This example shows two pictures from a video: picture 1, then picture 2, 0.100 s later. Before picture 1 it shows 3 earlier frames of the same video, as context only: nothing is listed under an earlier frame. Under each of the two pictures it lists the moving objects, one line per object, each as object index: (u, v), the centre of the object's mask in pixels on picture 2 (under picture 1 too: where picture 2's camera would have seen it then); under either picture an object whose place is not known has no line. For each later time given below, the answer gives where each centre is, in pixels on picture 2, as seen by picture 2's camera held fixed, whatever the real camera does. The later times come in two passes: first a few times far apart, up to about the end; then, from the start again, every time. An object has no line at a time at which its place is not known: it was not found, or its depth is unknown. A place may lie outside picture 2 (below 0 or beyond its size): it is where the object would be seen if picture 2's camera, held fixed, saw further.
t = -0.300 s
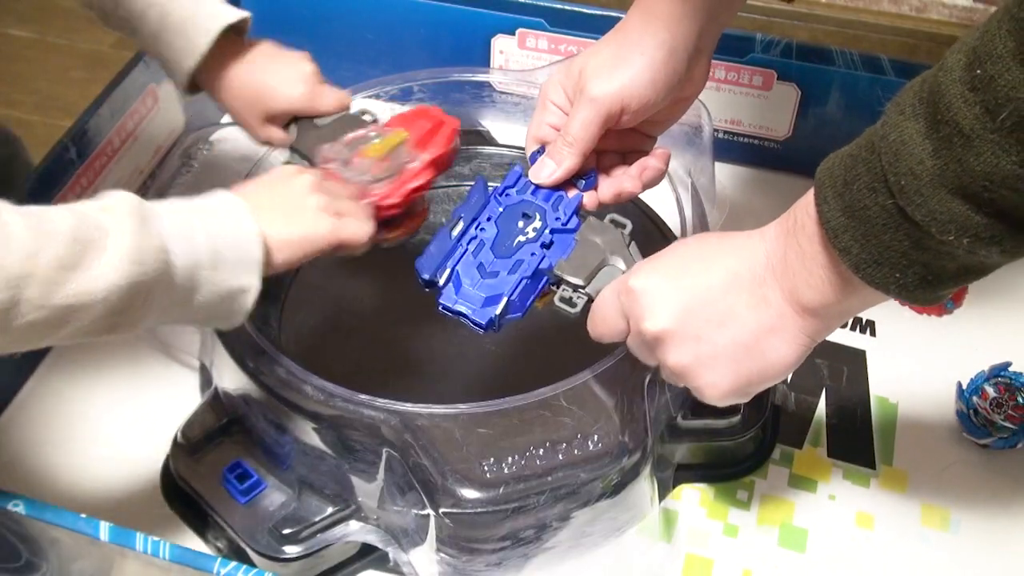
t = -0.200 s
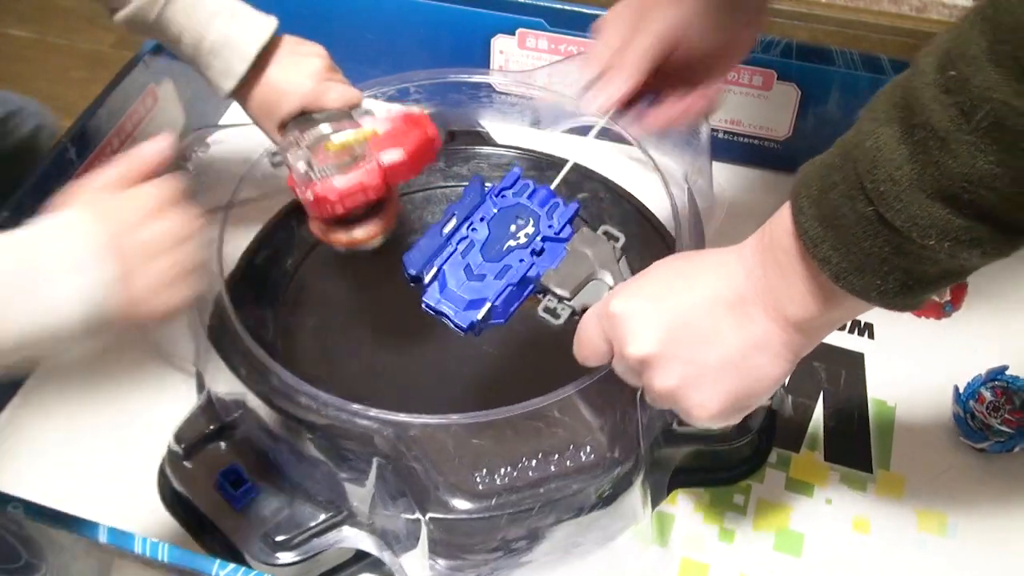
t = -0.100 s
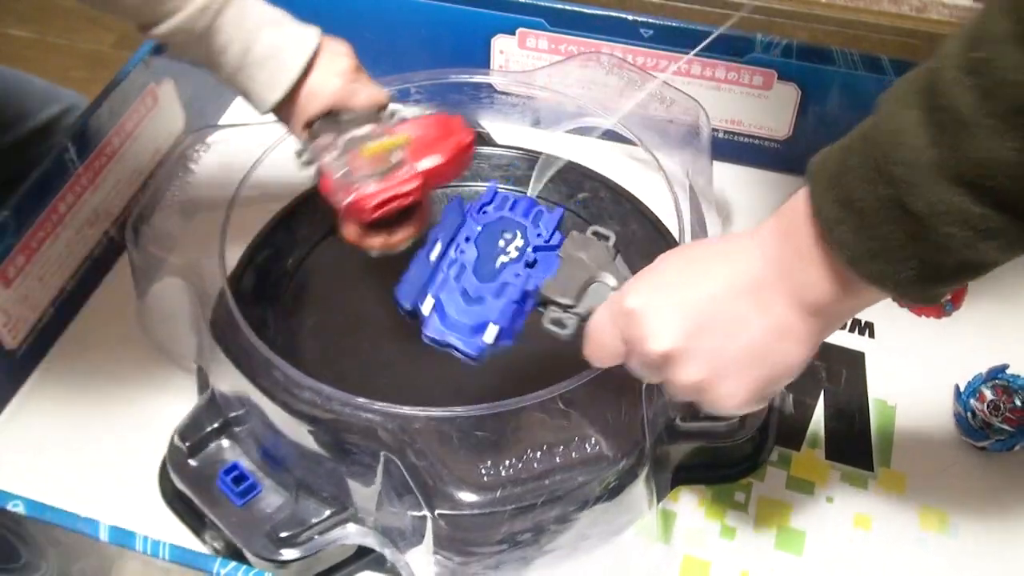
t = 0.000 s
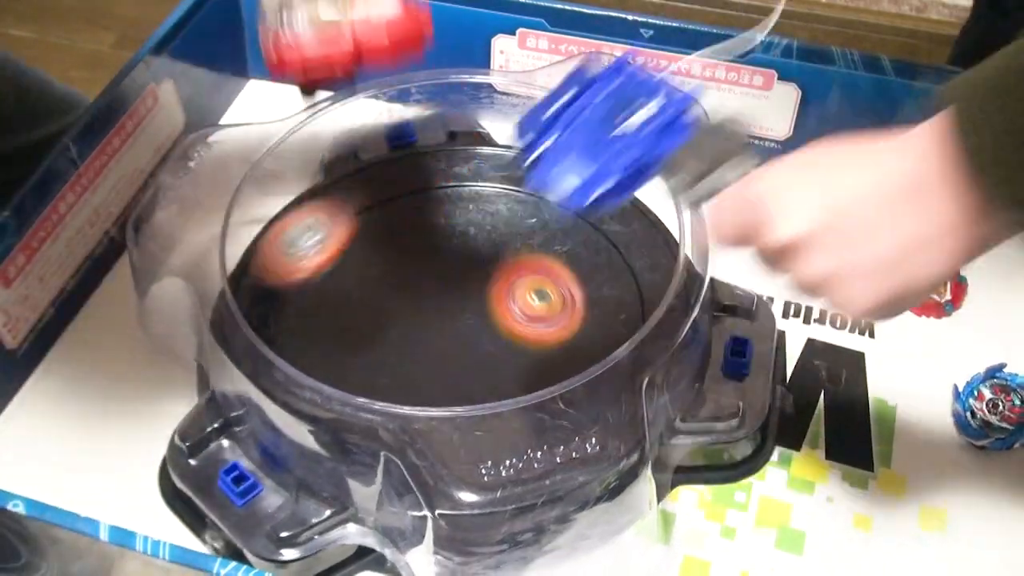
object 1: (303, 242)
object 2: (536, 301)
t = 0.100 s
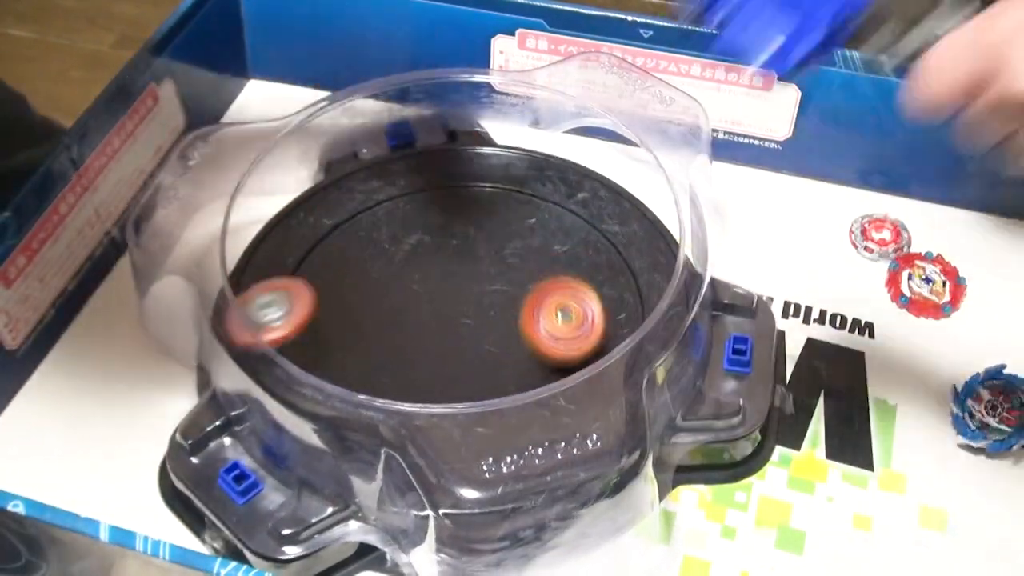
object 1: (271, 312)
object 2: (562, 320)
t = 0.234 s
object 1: (398, 337)
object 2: (555, 255)
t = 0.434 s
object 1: (568, 312)
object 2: (485, 180)
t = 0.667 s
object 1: (568, 294)
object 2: (392, 267)
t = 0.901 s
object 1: (532, 296)
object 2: (444, 388)
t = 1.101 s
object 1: (472, 319)
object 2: (582, 356)
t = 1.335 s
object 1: (408, 350)
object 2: (492, 249)
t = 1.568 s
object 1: (448, 347)
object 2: (287, 308)
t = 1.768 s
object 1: (497, 327)
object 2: (410, 426)
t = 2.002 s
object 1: (477, 304)
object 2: (606, 309)
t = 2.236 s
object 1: (427, 306)
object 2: (449, 172)
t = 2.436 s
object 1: (423, 326)
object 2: (289, 311)
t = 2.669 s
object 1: (435, 317)
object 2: (495, 419)
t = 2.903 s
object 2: (615, 235)
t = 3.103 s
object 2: (394, 183)
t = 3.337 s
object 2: (311, 365)
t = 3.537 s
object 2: (555, 409)
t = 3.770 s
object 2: (579, 206)
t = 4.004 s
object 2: (336, 215)
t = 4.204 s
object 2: (329, 392)
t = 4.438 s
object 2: (611, 359)
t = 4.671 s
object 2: (537, 190)
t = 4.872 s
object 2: (331, 217)
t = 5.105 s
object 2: (353, 410)
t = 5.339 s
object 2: (606, 360)
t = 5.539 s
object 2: (568, 206)
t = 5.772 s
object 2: (346, 209)
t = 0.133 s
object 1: (300, 311)
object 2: (561, 303)
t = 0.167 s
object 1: (331, 319)
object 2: (561, 293)
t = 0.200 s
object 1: (364, 337)
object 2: (559, 273)
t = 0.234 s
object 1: (398, 337)
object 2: (555, 255)
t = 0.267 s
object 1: (431, 335)
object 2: (551, 237)
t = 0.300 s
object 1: (462, 332)
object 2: (545, 218)
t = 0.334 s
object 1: (493, 327)
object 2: (539, 198)
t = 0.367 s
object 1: (521, 324)
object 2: (527, 182)
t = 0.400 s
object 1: (547, 317)
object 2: (506, 177)
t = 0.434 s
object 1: (568, 312)
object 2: (485, 180)
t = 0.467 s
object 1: (585, 307)
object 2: (467, 178)
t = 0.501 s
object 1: (596, 302)
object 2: (448, 177)
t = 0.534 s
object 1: (601, 298)
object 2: (428, 184)
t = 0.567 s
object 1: (600, 295)
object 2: (409, 196)
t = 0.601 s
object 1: (594, 293)
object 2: (397, 217)
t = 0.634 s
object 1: (584, 294)
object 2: (390, 241)
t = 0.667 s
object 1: (568, 294)
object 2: (392, 267)
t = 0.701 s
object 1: (547, 294)
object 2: (403, 291)
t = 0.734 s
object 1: (523, 296)
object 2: (424, 311)
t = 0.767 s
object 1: (519, 295)
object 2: (423, 329)
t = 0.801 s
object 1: (526, 293)
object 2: (417, 346)
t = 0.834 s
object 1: (530, 293)
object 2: (418, 363)
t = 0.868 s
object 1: (533, 293)
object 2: (429, 372)
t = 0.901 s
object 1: (532, 296)
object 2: (444, 388)
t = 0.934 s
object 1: (527, 298)
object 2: (467, 398)
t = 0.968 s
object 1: (519, 301)
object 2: (494, 401)
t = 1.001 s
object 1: (508, 305)
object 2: (520, 397)
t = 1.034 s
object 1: (497, 309)
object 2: (546, 388)
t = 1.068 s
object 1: (485, 314)
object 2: (568, 375)
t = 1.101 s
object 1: (472, 319)
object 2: (582, 356)
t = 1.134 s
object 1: (459, 325)
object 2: (587, 332)
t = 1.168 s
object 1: (446, 330)
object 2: (589, 316)
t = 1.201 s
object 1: (435, 336)
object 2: (581, 297)
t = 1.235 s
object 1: (425, 341)
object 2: (566, 281)
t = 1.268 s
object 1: (417, 345)
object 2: (546, 267)
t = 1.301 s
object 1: (411, 349)
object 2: (520, 256)
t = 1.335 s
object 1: (408, 350)
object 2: (492, 249)
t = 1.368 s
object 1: (408, 351)
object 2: (459, 245)
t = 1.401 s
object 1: (410, 352)
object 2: (425, 245)
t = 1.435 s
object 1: (414, 352)
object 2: (391, 250)
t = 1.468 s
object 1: (420, 352)
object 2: (360, 259)
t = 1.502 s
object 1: (429, 351)
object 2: (330, 271)
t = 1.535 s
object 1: (437, 350)
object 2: (305, 289)
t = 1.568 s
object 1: (448, 347)
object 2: (287, 308)
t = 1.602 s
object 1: (458, 345)
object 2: (283, 329)
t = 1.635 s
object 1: (470, 342)
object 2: (295, 353)
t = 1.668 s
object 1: (479, 339)
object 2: (320, 379)
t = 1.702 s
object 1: (487, 336)
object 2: (348, 400)
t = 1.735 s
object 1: (493, 331)
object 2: (375, 416)
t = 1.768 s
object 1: (497, 327)
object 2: (410, 426)
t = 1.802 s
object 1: (498, 322)
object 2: (448, 431)
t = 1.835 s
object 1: (497, 319)
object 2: (486, 426)
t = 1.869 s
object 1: (494, 314)
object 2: (524, 412)
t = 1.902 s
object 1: (491, 312)
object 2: (556, 396)
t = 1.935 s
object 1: (487, 309)
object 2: (581, 371)
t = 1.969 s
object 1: (482, 306)
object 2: (598, 340)
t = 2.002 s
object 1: (477, 304)
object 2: (606, 309)
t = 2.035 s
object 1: (471, 303)
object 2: (608, 281)
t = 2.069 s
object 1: (464, 302)
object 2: (599, 251)
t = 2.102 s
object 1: (456, 302)
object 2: (583, 223)
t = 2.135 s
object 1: (447, 302)
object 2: (560, 199)
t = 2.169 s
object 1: (440, 303)
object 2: (532, 182)
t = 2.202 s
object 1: (433, 304)
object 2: (491, 170)
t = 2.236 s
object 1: (427, 306)
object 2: (449, 172)
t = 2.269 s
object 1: (421, 308)
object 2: (407, 177)
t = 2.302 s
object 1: (417, 311)
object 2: (366, 196)
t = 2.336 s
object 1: (415, 315)
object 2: (331, 219)
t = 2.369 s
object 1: (416, 318)
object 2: (305, 250)
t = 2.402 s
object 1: (418, 322)
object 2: (289, 280)
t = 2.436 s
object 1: (423, 326)
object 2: (289, 311)
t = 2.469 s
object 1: (426, 329)
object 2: (295, 339)
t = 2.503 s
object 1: (429, 330)
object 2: (311, 366)
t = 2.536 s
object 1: (432, 330)
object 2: (336, 390)
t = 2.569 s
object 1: (434, 328)
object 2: (366, 410)
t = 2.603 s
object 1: (435, 325)
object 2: (405, 419)
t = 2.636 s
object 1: (435, 322)
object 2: (448, 425)
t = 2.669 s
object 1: (435, 317)
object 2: (495, 419)
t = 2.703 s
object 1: (434, 313)
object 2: (538, 405)
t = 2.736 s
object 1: (432, 308)
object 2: (575, 383)
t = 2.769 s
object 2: (603, 355)
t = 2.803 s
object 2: (620, 323)
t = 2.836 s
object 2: (628, 292)
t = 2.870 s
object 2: (633, 262)
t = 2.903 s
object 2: (615, 235)
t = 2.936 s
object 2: (591, 212)
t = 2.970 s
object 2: (559, 192)
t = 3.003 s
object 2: (520, 181)
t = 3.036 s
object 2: (475, 172)
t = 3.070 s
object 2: (434, 175)
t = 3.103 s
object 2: (394, 183)
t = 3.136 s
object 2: (357, 201)
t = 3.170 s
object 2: (329, 223)
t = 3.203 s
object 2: (307, 247)
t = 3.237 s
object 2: (293, 274)
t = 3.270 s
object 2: (288, 304)
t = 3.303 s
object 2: (294, 334)
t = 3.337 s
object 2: (311, 365)
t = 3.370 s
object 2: (338, 392)
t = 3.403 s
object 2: (373, 415)
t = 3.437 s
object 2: (418, 431)
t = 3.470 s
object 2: (464, 436)
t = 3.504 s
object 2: (512, 429)
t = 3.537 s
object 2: (555, 409)
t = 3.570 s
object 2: (592, 387)
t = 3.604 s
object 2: (616, 354)
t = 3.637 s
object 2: (631, 319)
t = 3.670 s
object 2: (630, 286)
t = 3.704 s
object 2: (624, 256)
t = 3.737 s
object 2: (605, 228)
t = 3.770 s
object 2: (579, 206)
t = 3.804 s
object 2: (550, 190)
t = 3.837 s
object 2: (516, 180)
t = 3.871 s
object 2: (474, 173)
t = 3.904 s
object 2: (438, 174)
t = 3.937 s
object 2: (400, 182)
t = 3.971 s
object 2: (364, 196)
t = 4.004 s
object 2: (336, 215)
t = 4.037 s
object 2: (309, 239)
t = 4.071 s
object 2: (290, 268)
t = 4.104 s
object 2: (283, 299)
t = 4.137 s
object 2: (285, 331)
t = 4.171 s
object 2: (300, 363)
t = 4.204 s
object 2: (329, 392)
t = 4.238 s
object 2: (363, 418)
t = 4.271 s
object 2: (410, 431)
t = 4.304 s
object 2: (458, 435)
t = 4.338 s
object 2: (507, 425)
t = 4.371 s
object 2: (551, 409)
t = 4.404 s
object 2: (588, 388)
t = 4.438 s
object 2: (611, 359)
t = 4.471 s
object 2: (627, 328)
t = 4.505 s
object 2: (627, 296)
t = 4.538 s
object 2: (628, 271)
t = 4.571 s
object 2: (614, 244)
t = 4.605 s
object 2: (594, 221)
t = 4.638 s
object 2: (568, 203)
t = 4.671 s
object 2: (537, 190)
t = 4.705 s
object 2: (503, 180)
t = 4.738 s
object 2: (464, 176)
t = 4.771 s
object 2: (429, 177)
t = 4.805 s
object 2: (391, 185)
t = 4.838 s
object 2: (359, 195)
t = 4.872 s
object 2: (331, 217)
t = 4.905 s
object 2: (308, 240)
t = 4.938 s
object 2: (291, 268)
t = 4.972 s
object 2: (284, 298)
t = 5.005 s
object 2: (292, 324)
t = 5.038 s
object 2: (299, 357)
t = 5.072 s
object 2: (320, 382)
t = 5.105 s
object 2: (353, 410)
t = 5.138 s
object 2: (390, 426)
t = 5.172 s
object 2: (435, 434)
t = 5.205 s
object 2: (476, 433)
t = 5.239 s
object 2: (516, 423)
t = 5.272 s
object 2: (553, 407)
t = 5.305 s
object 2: (583, 387)
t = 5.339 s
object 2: (606, 360)
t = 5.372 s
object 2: (618, 330)
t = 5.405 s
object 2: (620, 301)
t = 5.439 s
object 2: (619, 277)
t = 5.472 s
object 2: (608, 250)
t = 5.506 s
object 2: (591, 227)
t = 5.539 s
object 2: (568, 206)
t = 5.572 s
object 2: (541, 191)
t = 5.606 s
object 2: (510, 180)
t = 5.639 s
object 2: (476, 171)
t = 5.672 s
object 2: (441, 172)
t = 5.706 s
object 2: (406, 180)
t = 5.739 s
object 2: (374, 189)
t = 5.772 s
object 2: (346, 209)
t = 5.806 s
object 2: (318, 230)
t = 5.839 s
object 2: (300, 253)
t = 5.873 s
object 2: (289, 283)
